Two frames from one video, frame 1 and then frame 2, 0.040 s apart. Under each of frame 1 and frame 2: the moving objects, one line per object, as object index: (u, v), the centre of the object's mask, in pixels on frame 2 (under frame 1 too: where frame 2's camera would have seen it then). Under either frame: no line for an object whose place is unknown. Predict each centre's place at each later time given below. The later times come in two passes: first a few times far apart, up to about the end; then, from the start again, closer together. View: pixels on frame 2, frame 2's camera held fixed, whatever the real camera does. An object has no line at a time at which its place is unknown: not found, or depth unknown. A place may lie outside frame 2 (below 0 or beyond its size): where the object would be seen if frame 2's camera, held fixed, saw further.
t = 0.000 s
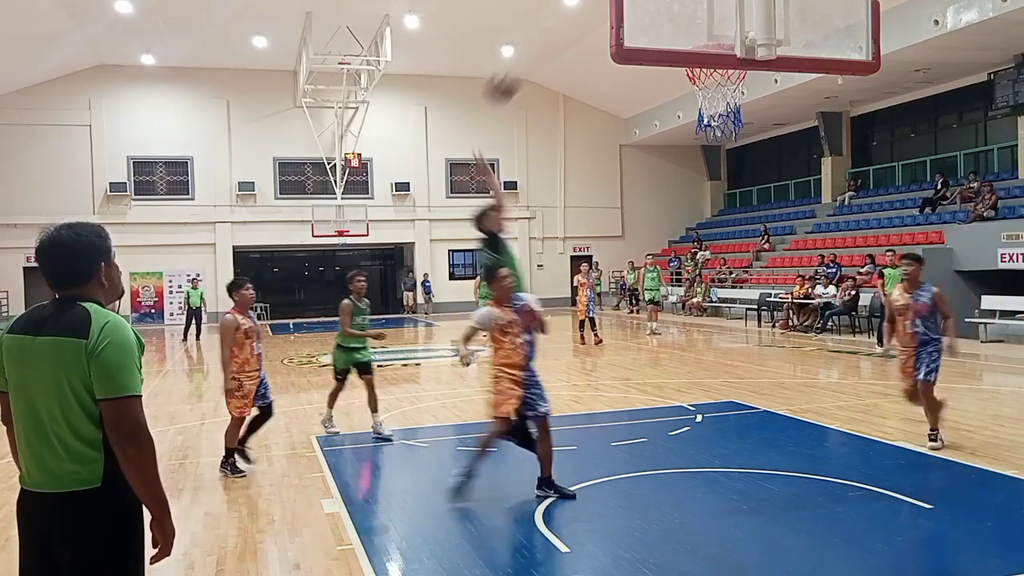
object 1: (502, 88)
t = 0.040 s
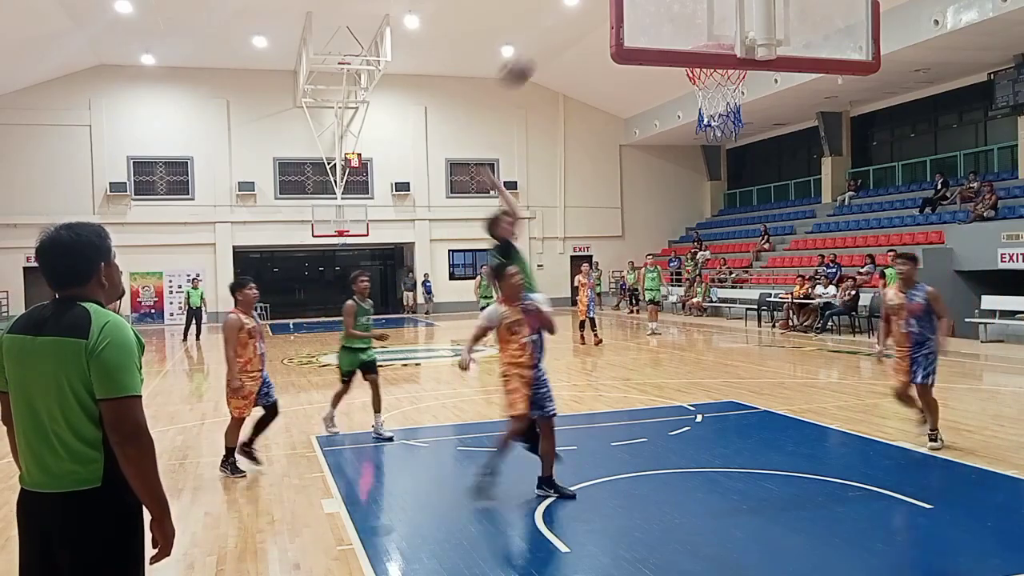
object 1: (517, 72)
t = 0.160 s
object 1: (563, 31)
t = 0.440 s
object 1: (721, 1)
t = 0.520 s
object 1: (725, 11)
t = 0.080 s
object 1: (533, 58)
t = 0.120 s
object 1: (547, 43)
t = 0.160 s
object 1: (563, 31)
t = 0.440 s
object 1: (721, 1)
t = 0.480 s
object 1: (724, 5)
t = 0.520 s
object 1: (725, 11)
